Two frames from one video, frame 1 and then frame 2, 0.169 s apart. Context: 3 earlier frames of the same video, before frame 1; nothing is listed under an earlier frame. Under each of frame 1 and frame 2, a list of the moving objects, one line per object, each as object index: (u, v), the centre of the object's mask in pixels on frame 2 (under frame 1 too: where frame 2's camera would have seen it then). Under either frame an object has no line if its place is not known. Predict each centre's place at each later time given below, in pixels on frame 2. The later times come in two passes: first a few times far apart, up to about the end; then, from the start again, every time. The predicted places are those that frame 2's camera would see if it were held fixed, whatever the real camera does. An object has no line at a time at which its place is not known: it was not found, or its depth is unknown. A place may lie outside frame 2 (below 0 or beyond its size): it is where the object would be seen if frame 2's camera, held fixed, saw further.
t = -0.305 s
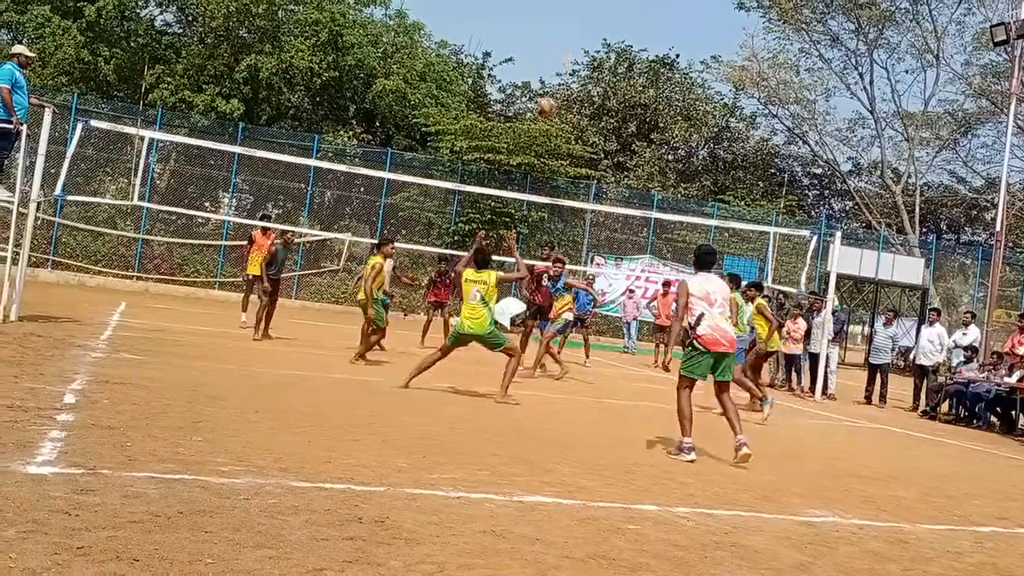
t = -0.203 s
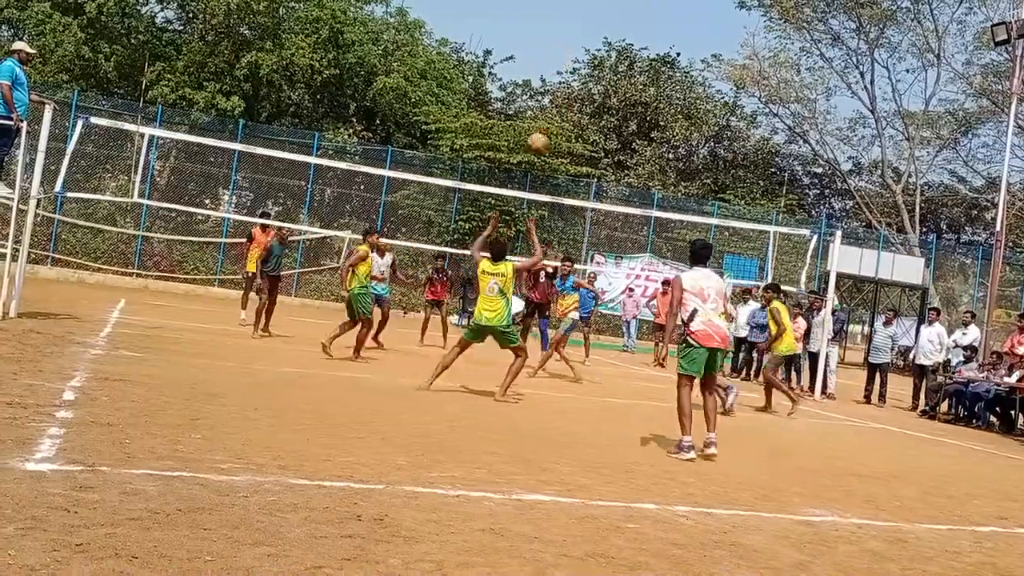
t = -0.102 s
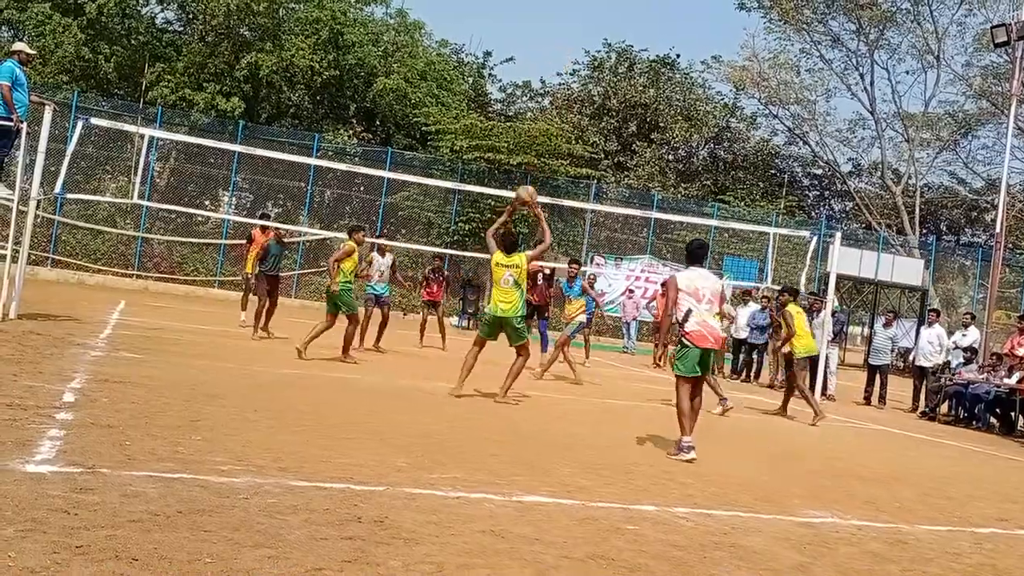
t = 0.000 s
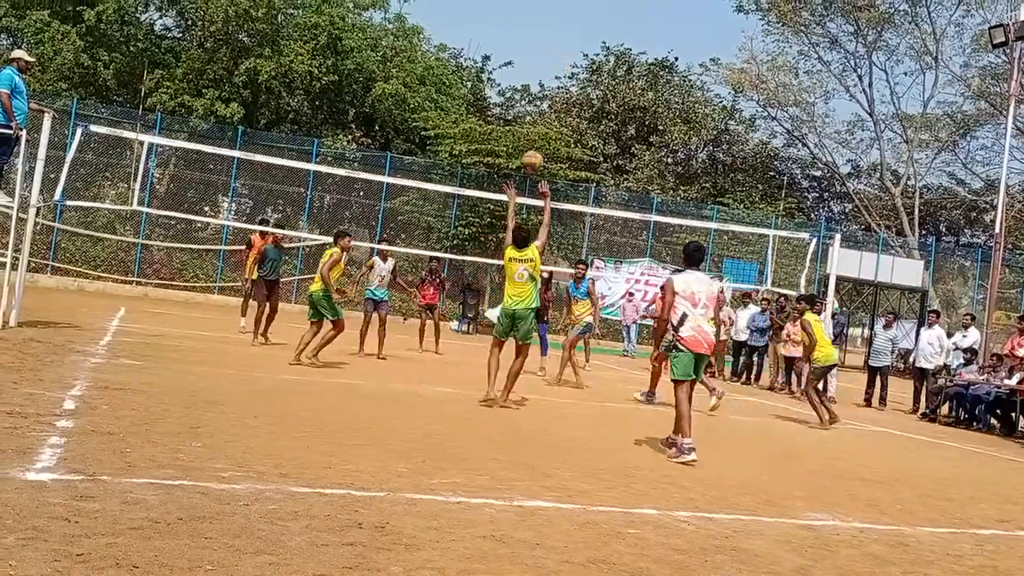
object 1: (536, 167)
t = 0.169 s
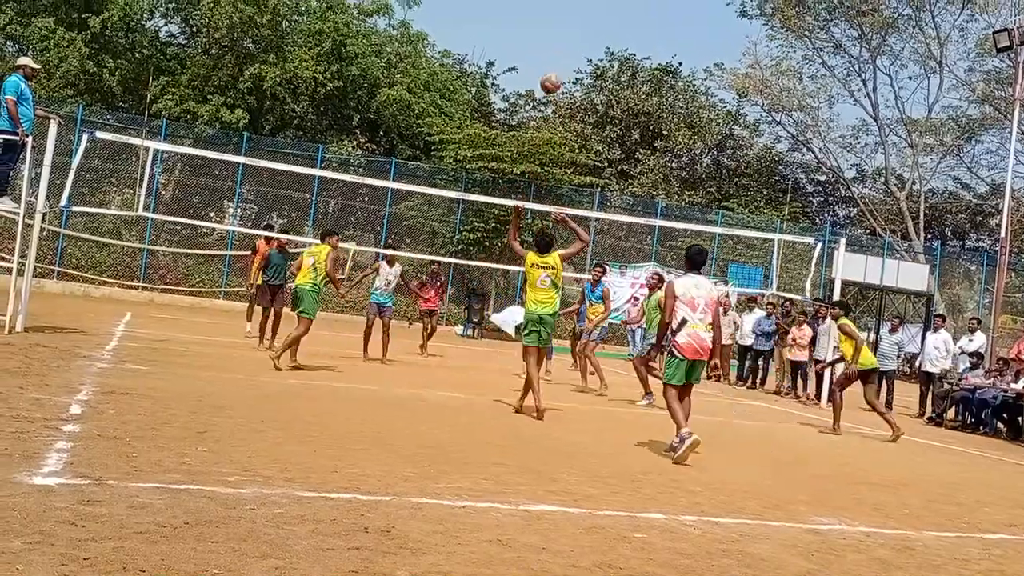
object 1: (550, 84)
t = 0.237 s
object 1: (554, 60)
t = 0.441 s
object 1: (562, 16)
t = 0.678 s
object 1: (564, 16)
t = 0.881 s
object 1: (560, 52)
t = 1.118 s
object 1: (550, 132)
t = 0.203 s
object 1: (552, 71)
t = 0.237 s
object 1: (554, 60)
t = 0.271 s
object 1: (556, 50)
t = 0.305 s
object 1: (558, 41)
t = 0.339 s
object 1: (559, 33)
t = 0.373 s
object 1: (560, 26)
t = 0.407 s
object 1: (561, 21)
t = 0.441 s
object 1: (562, 16)
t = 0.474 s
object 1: (563, 14)
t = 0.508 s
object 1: (563, 13)
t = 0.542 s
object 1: (564, 12)
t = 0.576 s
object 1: (564, 12)
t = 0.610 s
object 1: (564, 13)
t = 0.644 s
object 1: (564, 14)
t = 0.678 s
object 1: (564, 16)
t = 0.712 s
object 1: (563, 18)
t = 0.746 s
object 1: (563, 23)
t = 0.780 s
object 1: (562, 29)
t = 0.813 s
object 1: (562, 35)
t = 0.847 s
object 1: (561, 43)
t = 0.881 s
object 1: (560, 52)
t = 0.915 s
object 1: (559, 60)
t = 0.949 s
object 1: (558, 71)
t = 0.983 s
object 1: (557, 81)
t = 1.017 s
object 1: (556, 93)
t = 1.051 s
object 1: (556, 106)
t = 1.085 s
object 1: (552, 119)
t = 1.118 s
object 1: (550, 132)
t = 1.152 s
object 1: (549, 146)
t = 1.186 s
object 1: (547, 161)
